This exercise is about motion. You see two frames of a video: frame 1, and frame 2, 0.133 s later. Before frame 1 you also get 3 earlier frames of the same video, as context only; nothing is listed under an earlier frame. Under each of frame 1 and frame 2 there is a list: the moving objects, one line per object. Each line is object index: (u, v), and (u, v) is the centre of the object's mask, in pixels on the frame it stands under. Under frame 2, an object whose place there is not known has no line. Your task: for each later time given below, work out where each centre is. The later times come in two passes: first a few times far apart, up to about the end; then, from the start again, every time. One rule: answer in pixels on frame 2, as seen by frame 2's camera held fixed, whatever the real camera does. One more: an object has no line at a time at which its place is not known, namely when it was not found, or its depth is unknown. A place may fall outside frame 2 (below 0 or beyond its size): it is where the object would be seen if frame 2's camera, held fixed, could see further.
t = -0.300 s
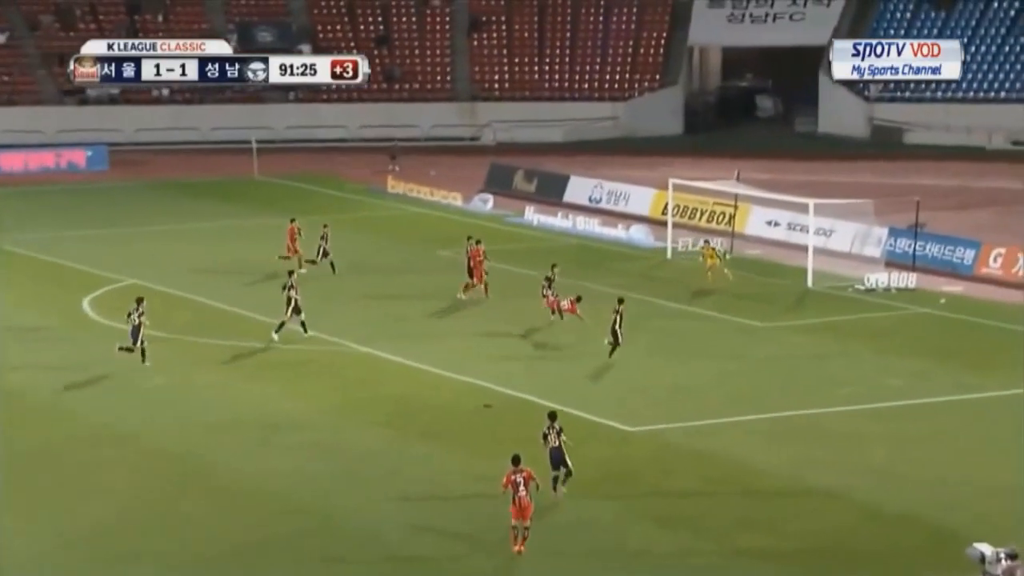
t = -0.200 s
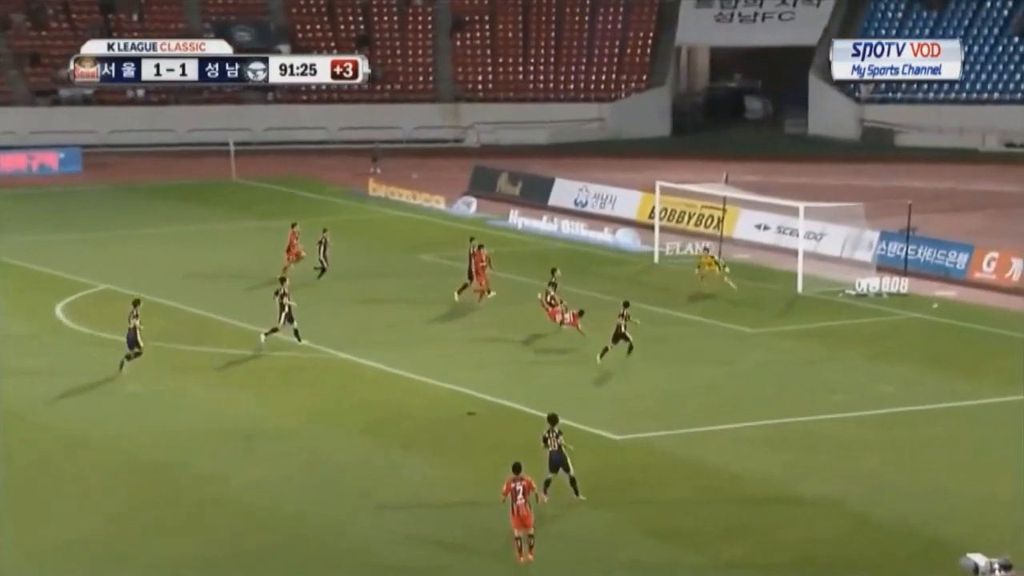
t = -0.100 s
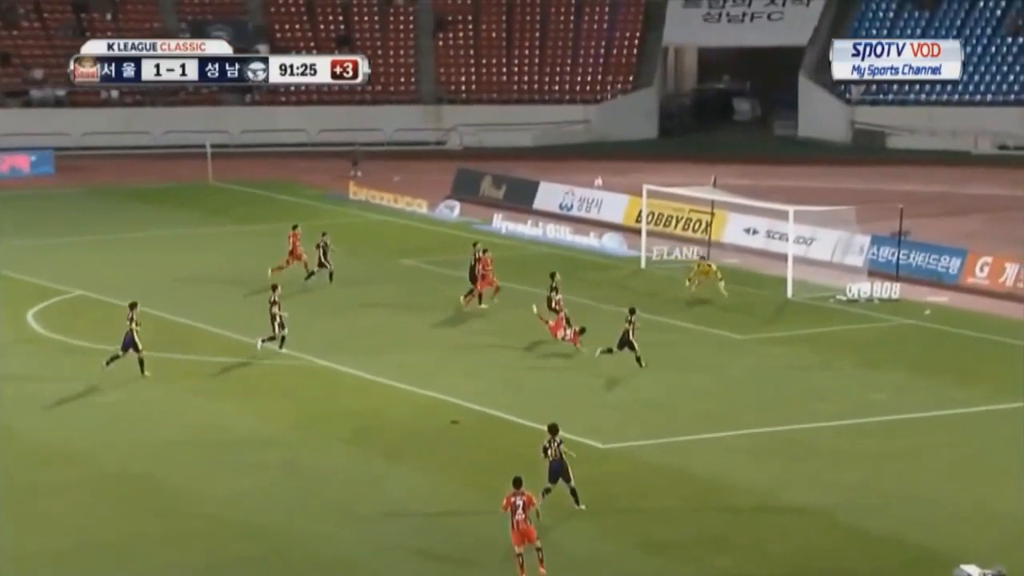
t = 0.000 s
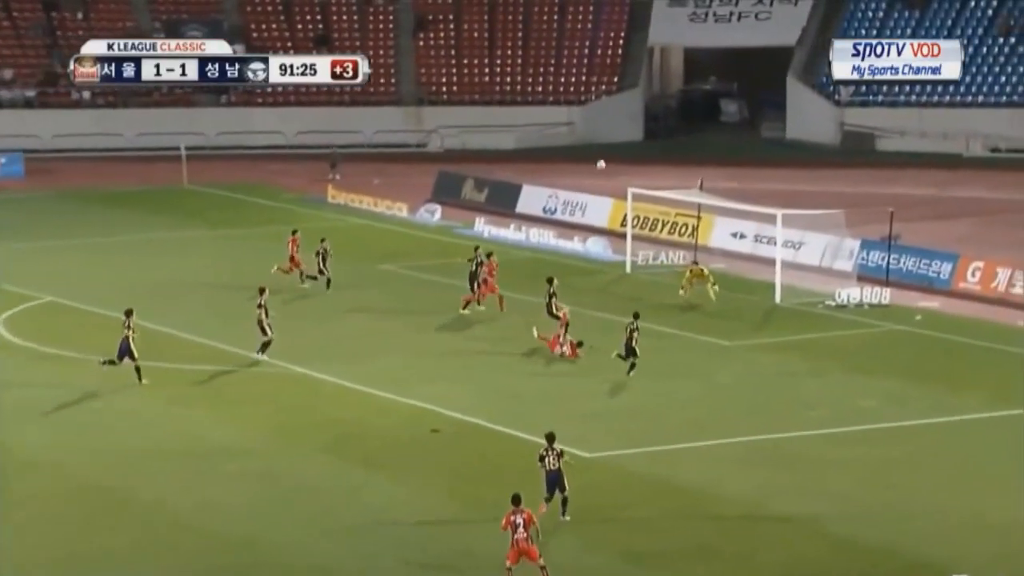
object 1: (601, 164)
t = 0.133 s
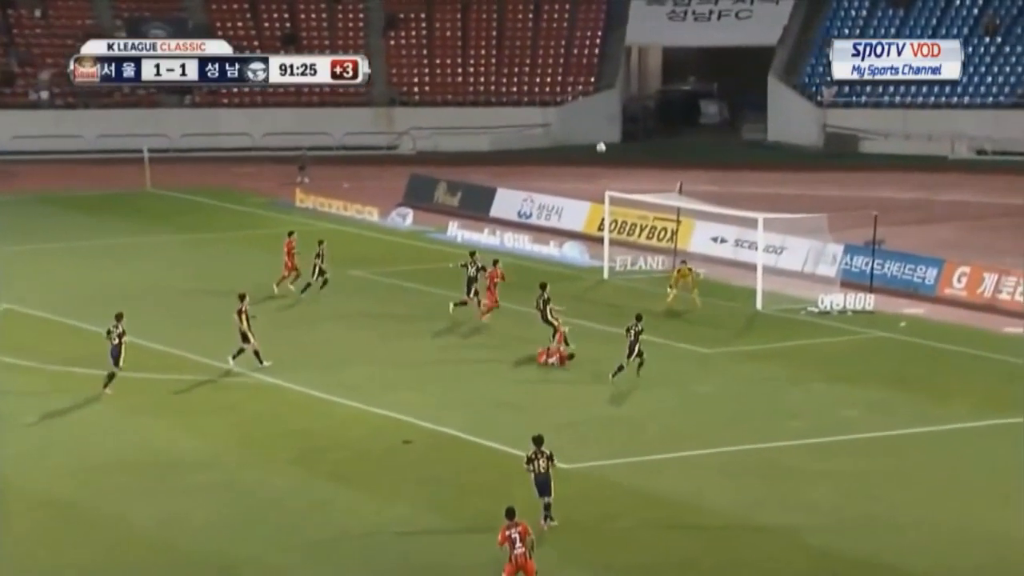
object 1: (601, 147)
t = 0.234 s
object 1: (615, 139)
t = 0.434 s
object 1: (639, 133)
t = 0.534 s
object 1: (651, 136)
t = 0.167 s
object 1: (605, 144)
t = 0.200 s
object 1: (610, 141)
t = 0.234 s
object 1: (615, 139)
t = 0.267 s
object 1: (619, 136)
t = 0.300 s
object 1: (624, 135)
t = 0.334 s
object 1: (627, 132)
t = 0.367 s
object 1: (632, 132)
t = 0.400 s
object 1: (635, 132)
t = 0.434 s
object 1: (639, 133)
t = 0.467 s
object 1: (643, 134)
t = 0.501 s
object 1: (648, 135)
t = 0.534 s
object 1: (651, 136)
